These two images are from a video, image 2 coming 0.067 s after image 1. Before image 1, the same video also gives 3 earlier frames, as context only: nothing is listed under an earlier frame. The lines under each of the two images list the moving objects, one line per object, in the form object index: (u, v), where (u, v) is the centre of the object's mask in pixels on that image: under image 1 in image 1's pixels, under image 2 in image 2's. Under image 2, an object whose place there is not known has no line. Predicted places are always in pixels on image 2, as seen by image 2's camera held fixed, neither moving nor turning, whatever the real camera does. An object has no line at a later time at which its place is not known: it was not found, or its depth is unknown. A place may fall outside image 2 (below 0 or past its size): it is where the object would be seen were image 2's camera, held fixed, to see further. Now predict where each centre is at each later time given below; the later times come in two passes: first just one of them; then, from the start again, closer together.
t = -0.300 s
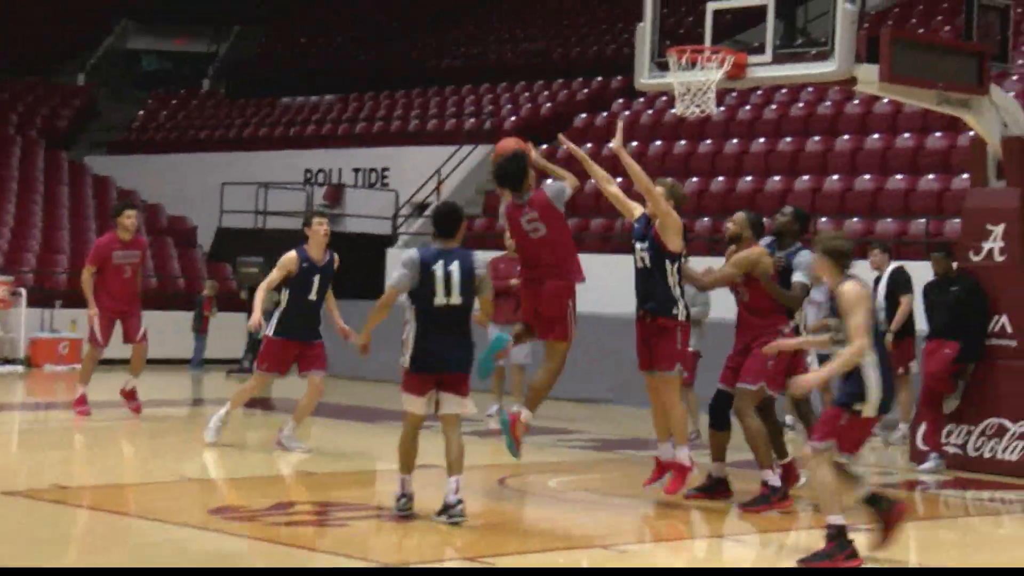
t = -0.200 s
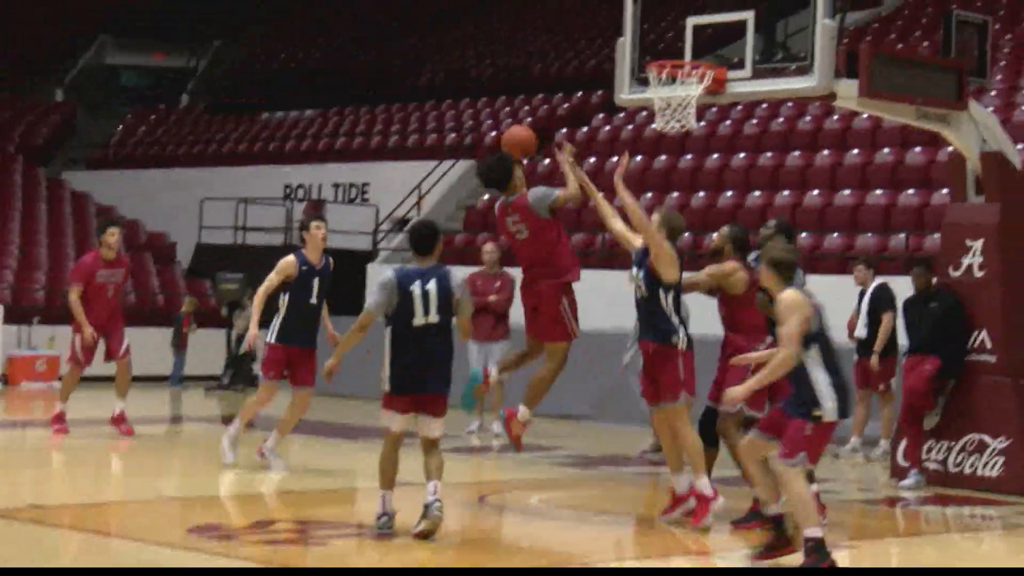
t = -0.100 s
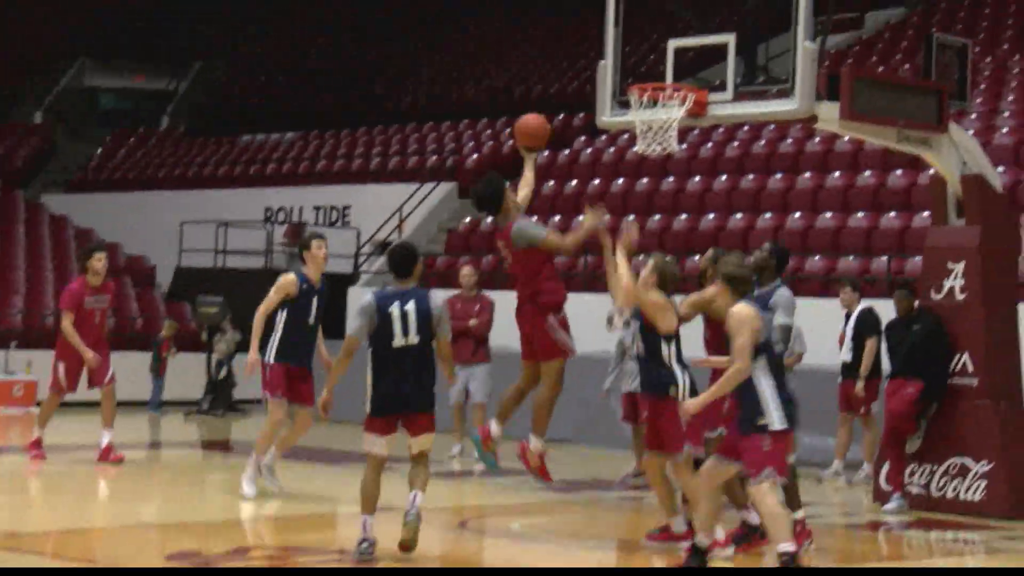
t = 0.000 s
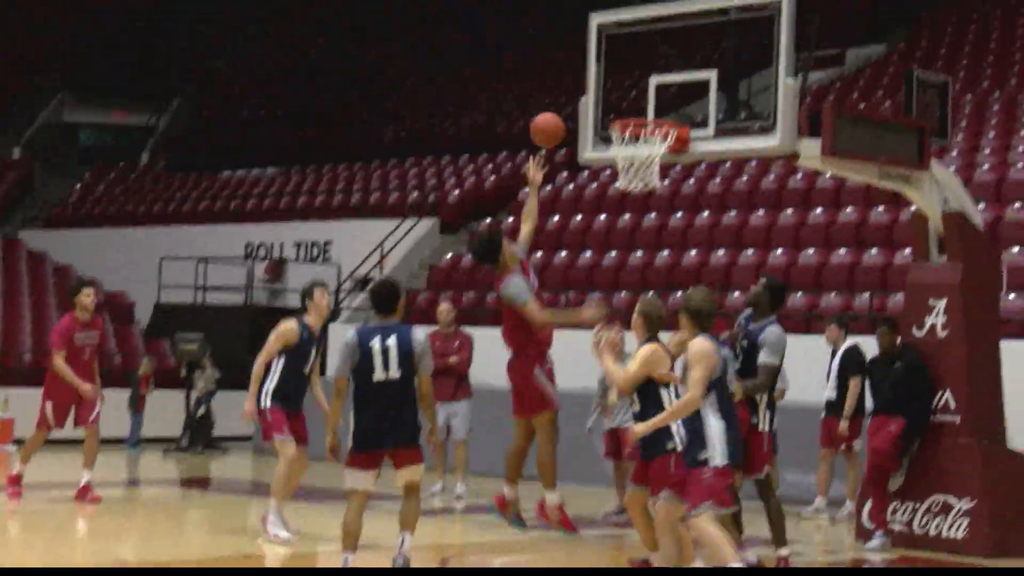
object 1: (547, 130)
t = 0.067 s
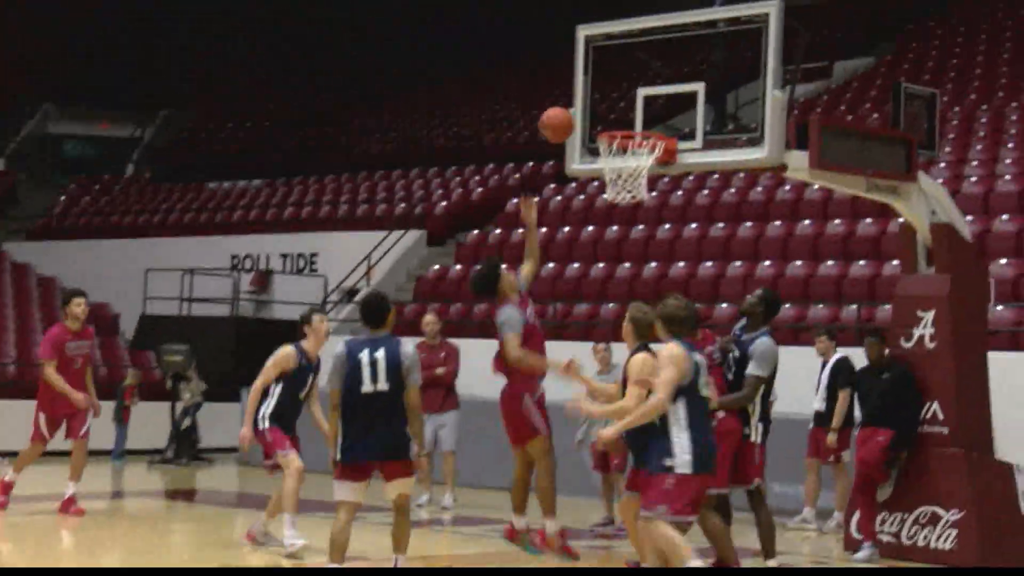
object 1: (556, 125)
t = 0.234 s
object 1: (607, 111)
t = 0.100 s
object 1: (565, 119)
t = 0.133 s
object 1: (576, 114)
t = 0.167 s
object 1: (587, 112)
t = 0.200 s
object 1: (597, 111)
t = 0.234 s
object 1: (607, 111)
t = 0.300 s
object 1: (627, 114)
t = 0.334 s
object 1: (638, 117)
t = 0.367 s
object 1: (647, 121)
